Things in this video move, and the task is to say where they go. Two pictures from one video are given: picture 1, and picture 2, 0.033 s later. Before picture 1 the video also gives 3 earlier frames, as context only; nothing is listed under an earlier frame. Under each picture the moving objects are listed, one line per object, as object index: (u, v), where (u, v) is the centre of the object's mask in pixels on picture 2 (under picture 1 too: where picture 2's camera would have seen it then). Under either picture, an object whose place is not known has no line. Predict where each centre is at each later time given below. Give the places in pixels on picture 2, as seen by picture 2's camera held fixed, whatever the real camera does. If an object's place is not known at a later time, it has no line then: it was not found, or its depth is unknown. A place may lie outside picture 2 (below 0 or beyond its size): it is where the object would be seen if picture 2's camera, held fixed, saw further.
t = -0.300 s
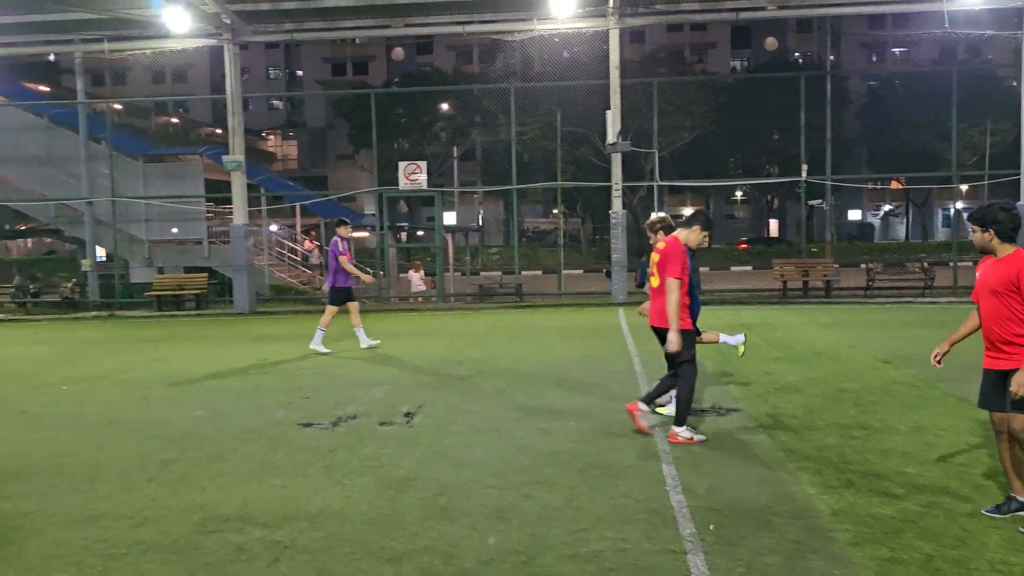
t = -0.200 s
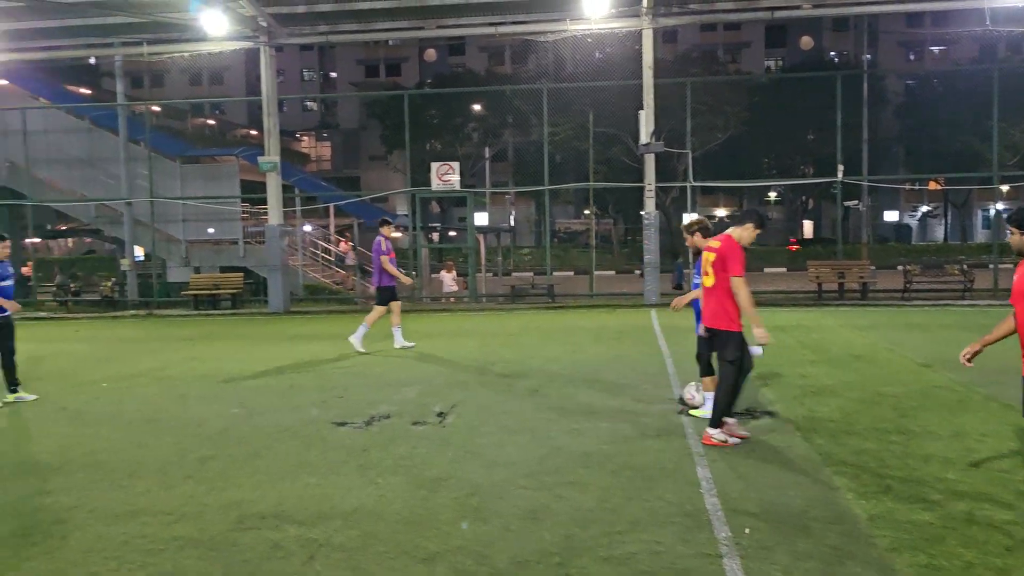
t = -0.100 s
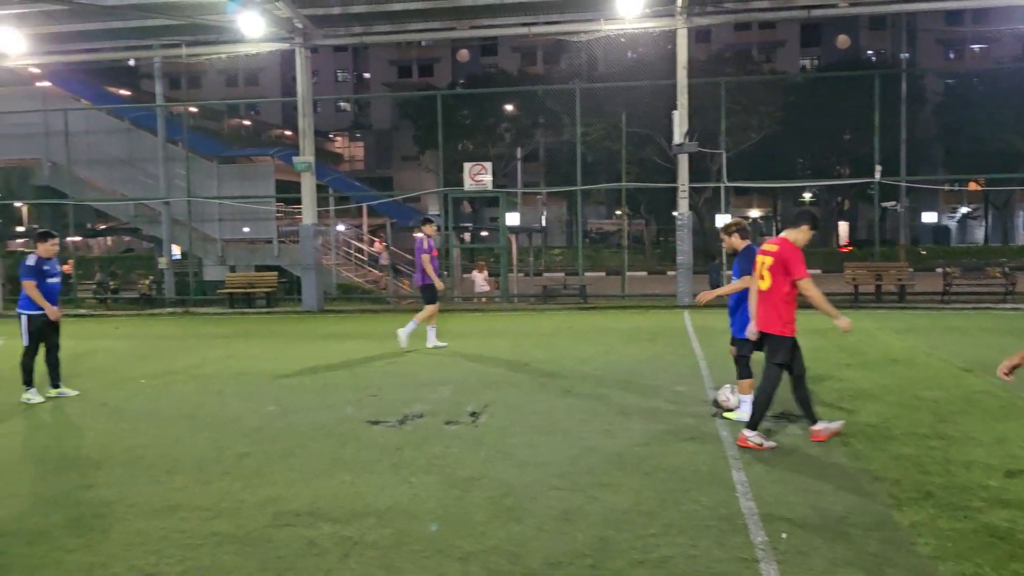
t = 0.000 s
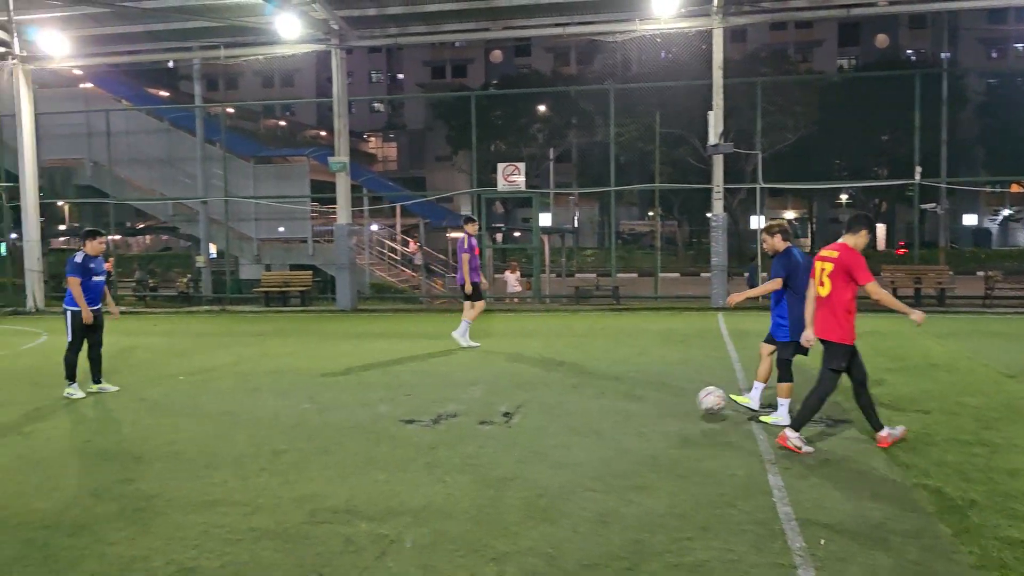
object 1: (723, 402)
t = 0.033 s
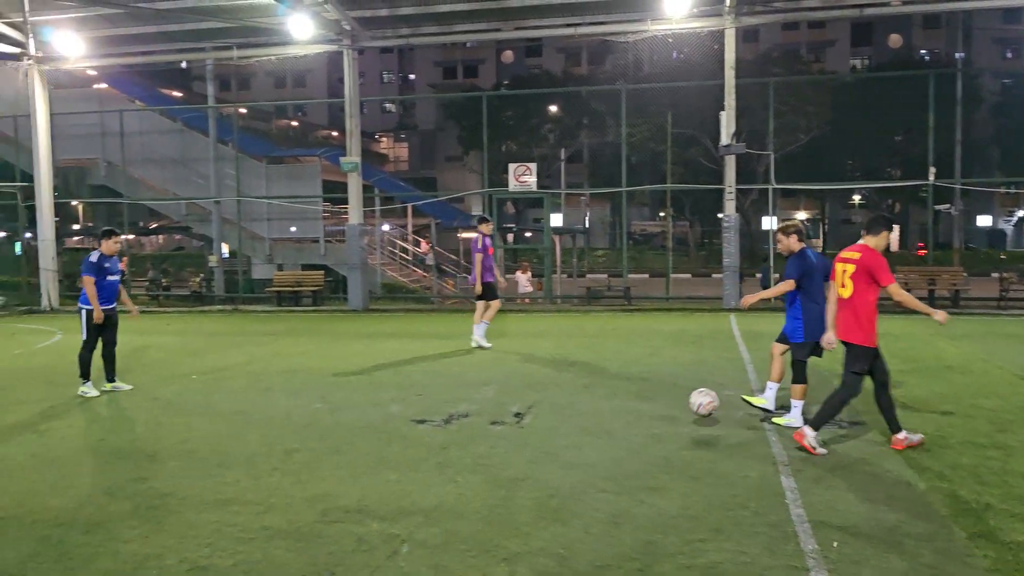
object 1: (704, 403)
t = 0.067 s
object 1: (683, 405)
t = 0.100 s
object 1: (661, 408)
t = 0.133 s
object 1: (640, 418)
